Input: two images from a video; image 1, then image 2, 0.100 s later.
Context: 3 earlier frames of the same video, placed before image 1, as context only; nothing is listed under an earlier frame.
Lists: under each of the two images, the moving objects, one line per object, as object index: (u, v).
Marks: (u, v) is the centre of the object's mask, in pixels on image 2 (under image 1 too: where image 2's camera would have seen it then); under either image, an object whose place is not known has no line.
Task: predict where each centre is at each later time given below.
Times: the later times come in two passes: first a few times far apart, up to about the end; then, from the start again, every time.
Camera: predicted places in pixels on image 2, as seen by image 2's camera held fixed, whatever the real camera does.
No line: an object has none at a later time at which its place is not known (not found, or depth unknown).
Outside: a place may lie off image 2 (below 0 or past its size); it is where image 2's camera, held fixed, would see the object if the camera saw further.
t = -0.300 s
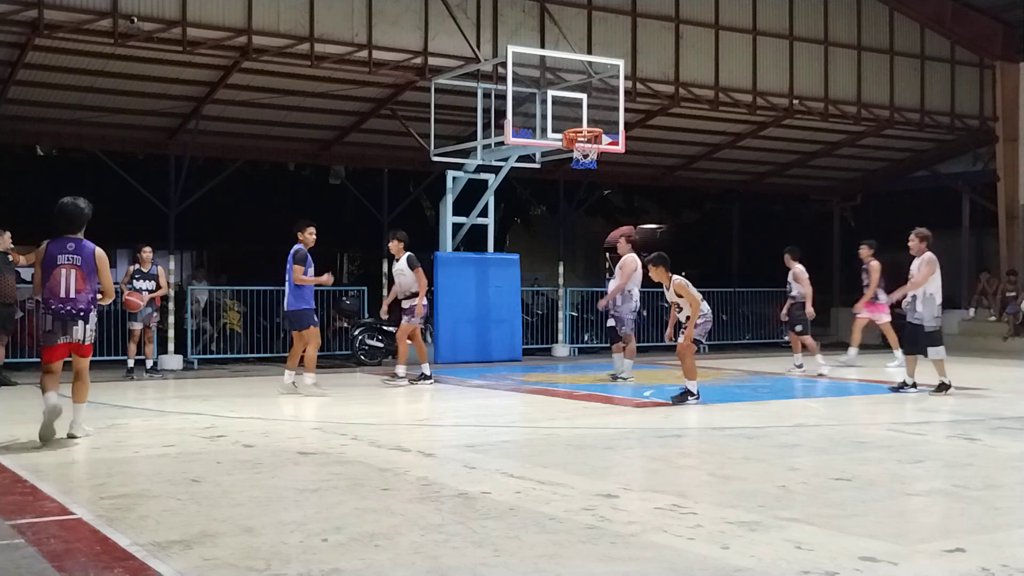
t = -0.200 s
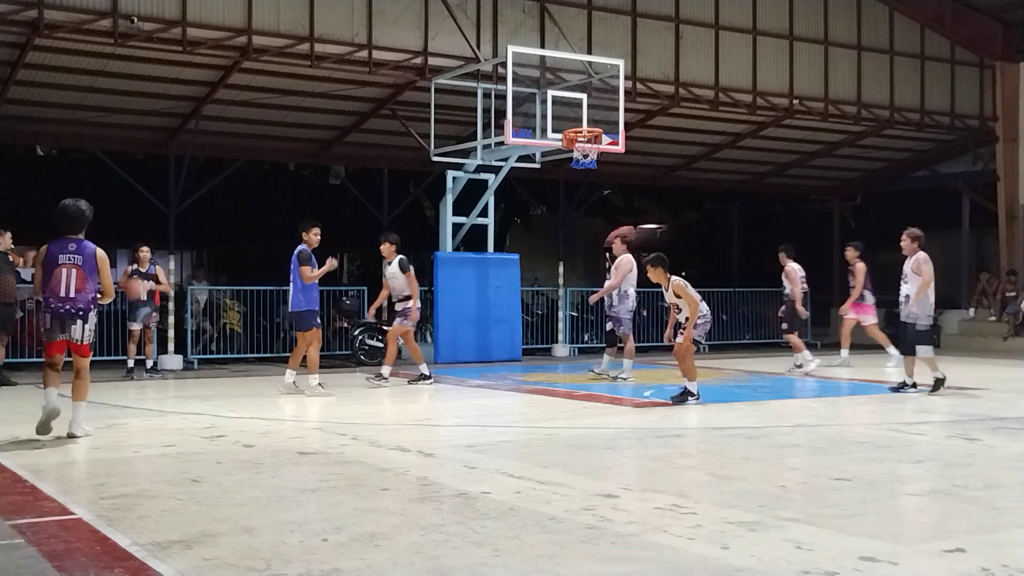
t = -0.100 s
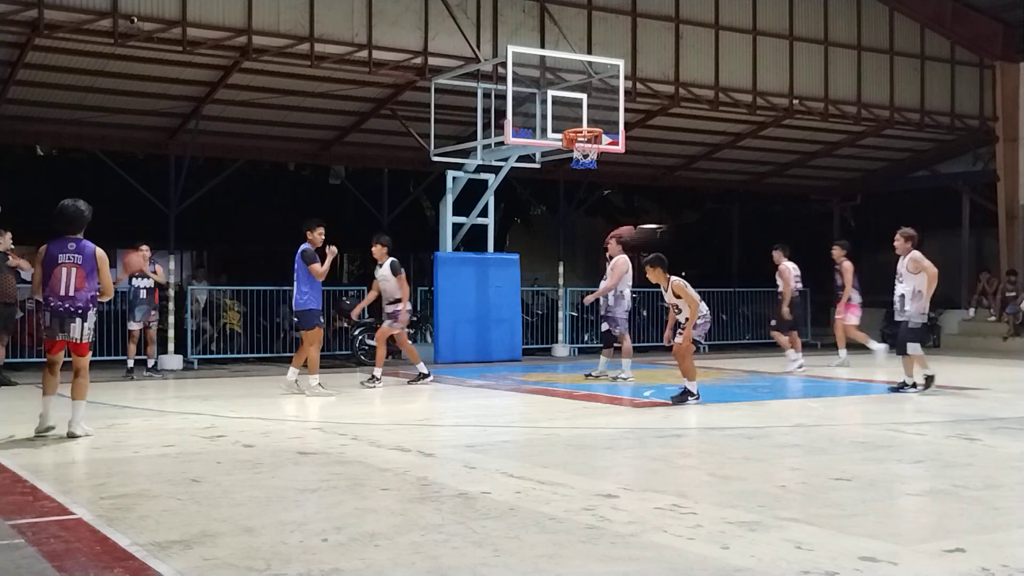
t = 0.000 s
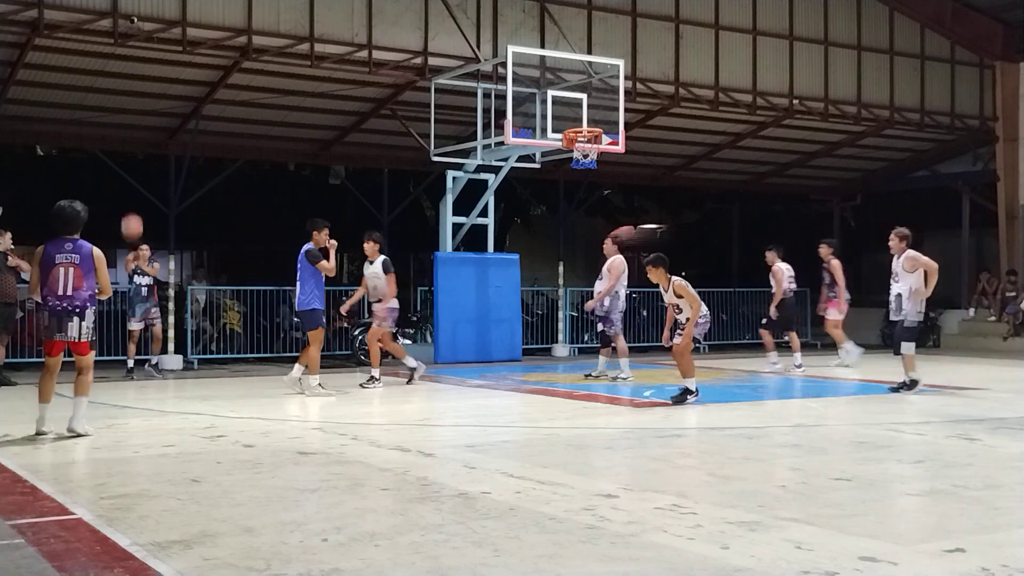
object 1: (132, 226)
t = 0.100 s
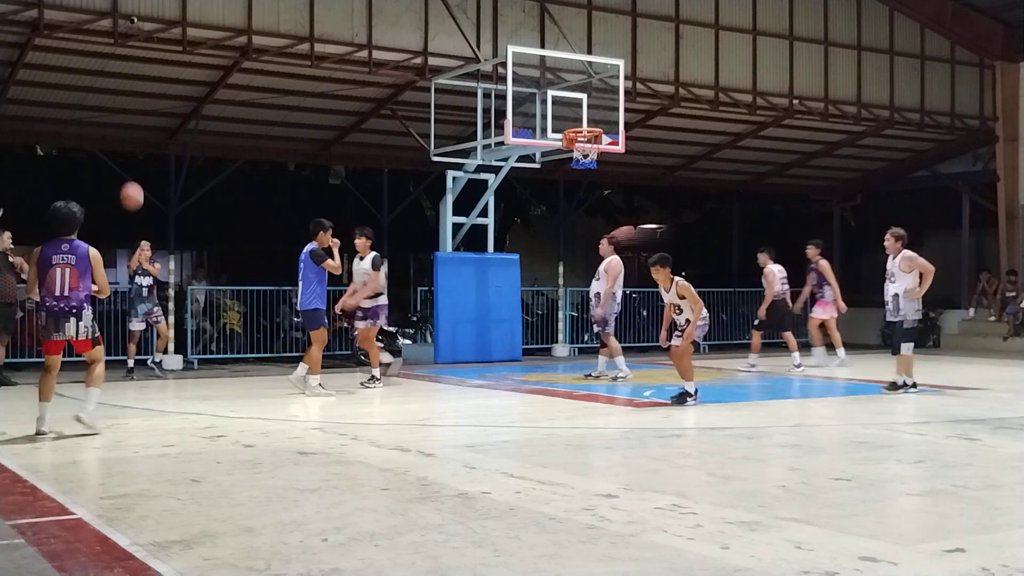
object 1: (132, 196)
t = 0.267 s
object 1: (132, 158)
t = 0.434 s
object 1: (131, 143)
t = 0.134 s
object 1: (132, 187)
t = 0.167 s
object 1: (132, 179)
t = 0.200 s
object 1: (132, 171)
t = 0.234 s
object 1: (132, 164)
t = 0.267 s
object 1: (132, 158)
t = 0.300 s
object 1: (131, 153)
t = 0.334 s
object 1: (132, 149)
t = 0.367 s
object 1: (131, 146)
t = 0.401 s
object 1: (131, 144)
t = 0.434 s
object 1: (131, 143)
